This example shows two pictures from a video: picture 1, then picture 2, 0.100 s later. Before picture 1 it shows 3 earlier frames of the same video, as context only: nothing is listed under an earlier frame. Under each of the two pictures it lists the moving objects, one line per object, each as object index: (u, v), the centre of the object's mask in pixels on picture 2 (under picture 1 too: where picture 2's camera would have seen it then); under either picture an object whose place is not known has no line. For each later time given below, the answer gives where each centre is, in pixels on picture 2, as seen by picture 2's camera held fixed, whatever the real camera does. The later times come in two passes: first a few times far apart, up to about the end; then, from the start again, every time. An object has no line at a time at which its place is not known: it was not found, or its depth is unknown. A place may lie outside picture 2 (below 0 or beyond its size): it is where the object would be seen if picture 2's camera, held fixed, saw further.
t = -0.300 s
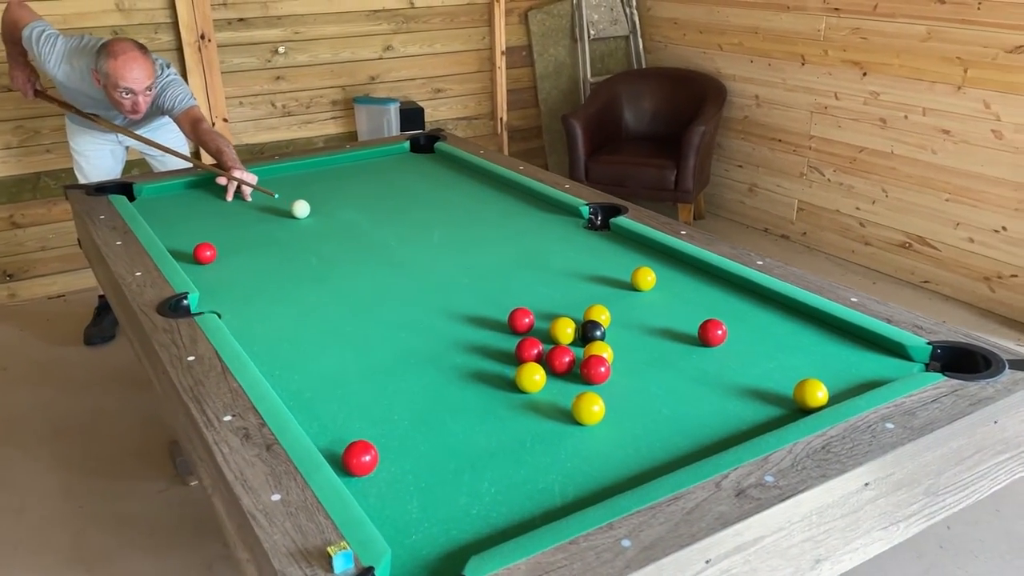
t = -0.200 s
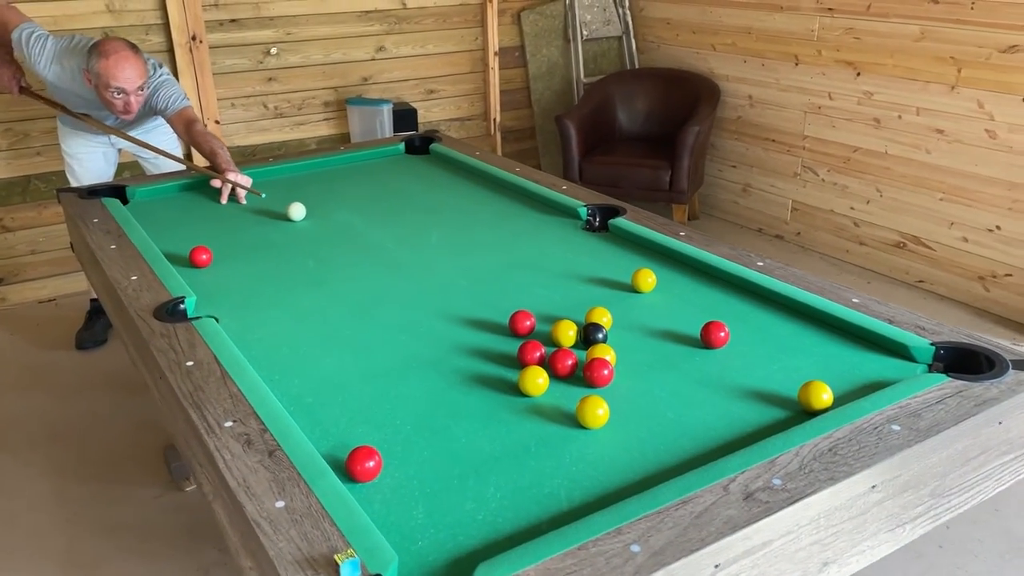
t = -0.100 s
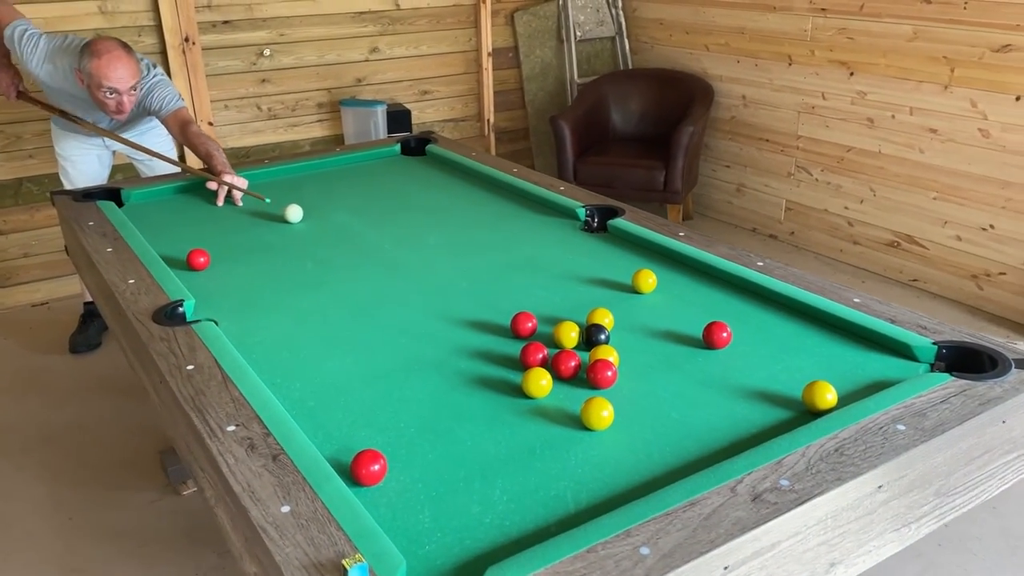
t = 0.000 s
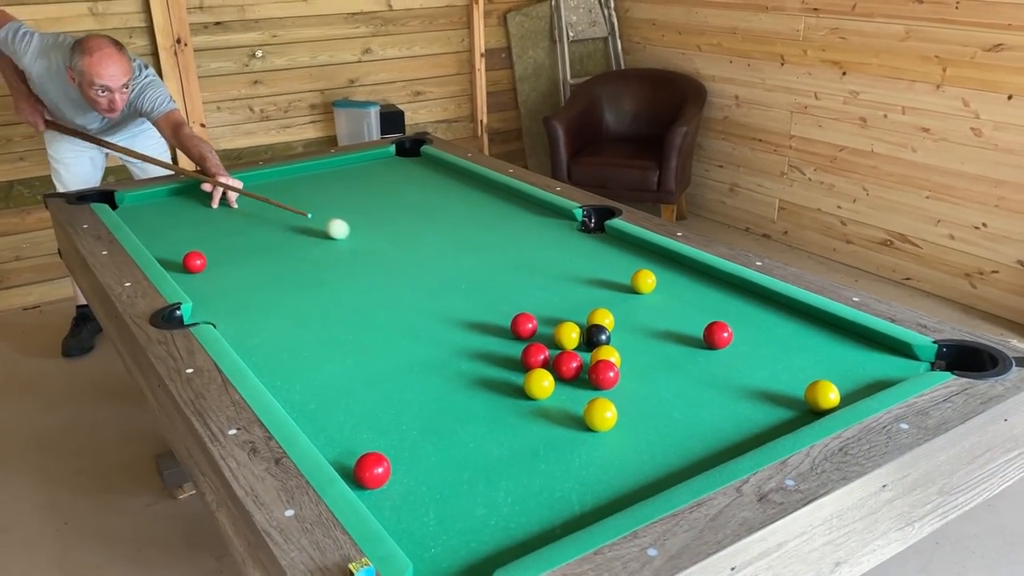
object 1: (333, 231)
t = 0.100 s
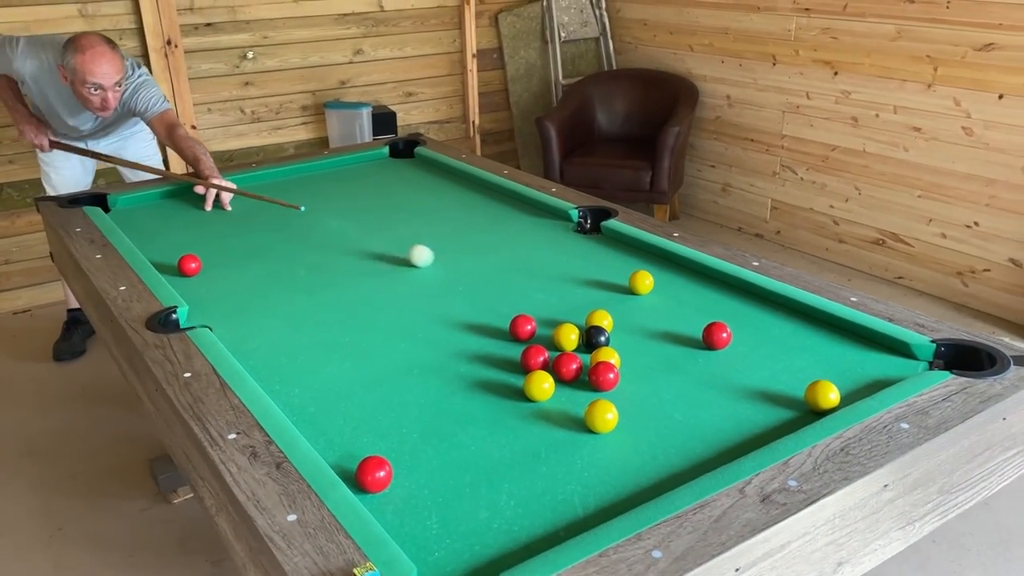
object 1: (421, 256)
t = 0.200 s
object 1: (524, 285)
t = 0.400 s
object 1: (686, 338)
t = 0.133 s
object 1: (454, 265)
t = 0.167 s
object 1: (488, 274)
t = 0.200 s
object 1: (524, 285)
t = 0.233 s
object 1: (563, 295)
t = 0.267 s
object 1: (605, 303)
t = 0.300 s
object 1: (649, 318)
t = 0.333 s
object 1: (688, 330)
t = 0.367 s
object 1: (686, 334)
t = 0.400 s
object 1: (686, 338)
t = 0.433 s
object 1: (688, 342)
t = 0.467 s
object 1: (691, 347)
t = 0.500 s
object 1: (697, 353)
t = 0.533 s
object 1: (705, 359)
